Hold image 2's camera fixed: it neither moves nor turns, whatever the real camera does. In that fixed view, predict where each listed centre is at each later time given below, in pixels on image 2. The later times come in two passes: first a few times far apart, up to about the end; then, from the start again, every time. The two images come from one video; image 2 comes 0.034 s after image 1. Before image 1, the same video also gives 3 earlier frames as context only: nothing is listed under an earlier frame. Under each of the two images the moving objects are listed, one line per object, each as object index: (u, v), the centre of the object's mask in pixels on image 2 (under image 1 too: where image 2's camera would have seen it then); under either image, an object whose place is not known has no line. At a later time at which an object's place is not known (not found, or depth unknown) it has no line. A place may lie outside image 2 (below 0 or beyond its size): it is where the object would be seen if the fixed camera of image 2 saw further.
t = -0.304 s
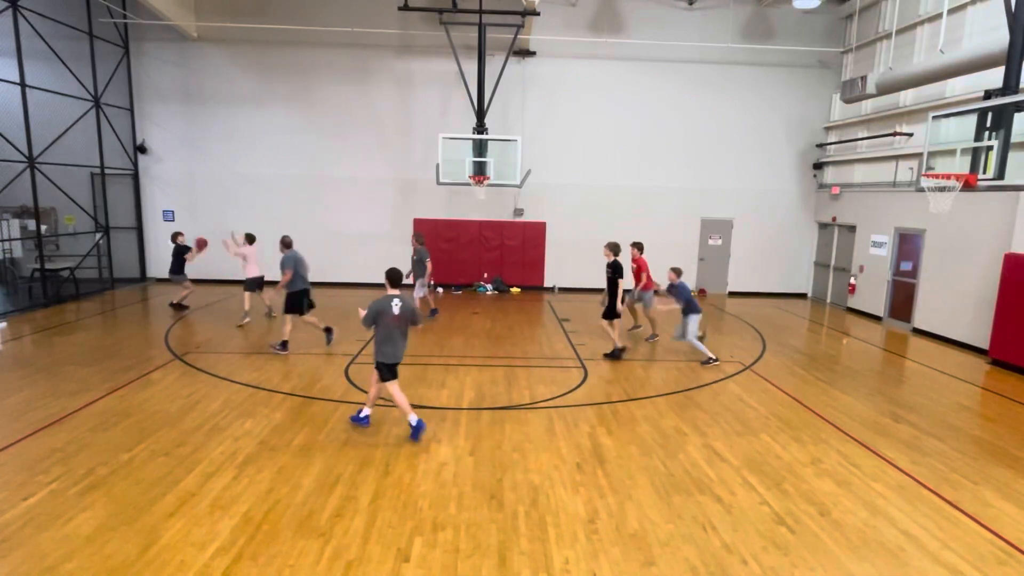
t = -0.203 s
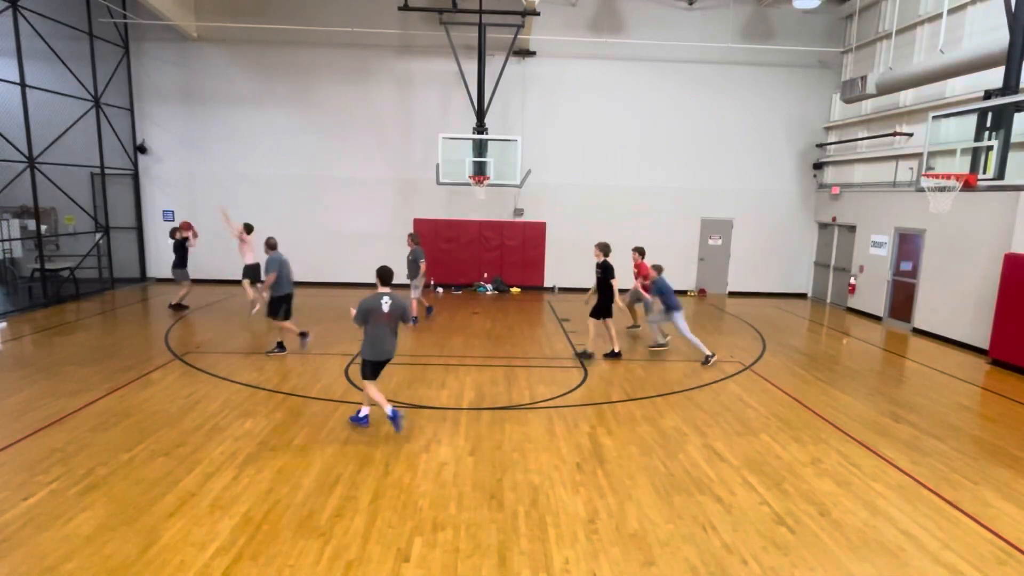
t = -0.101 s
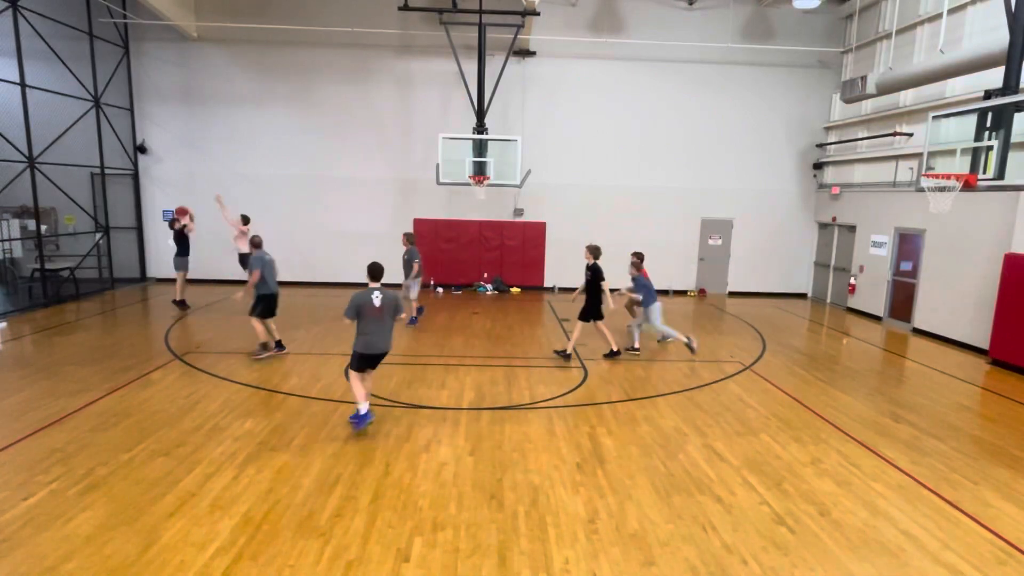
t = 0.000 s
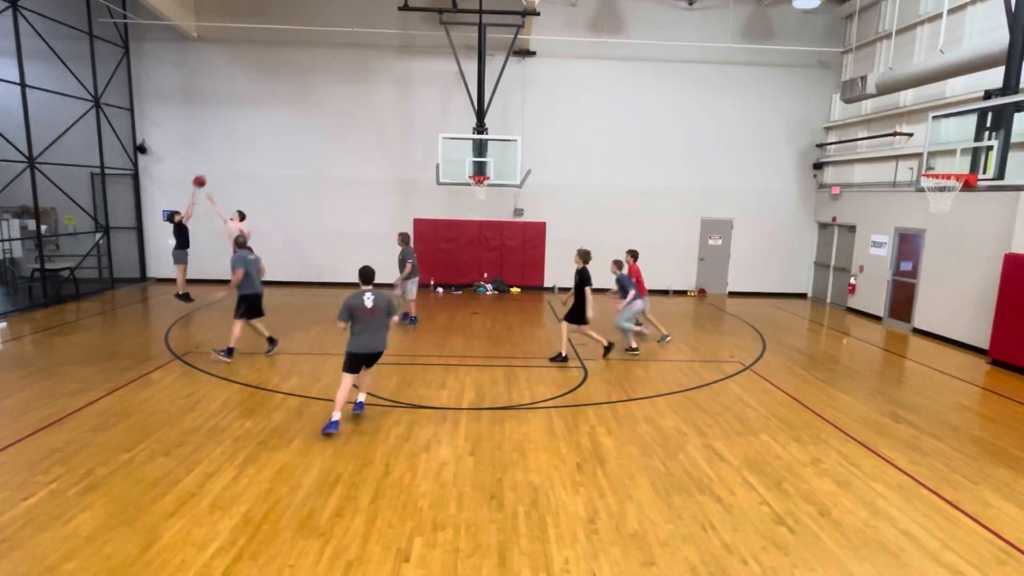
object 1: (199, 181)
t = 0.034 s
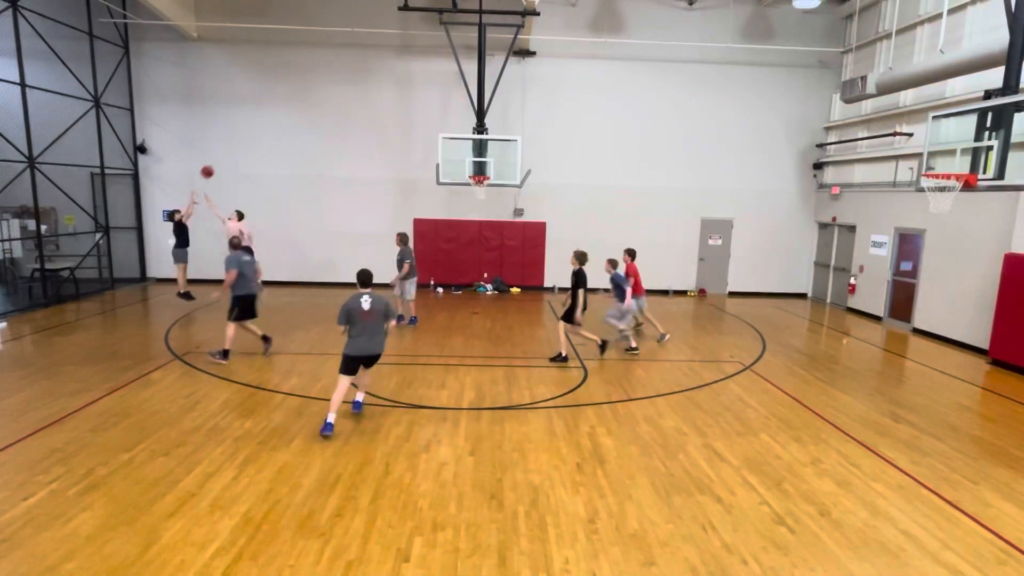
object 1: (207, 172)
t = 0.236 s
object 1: (254, 124)
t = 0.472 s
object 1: (308, 93)
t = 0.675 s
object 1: (354, 88)
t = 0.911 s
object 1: (405, 106)
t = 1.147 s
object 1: (455, 147)
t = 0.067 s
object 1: (215, 162)
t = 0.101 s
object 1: (223, 154)
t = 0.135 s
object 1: (230, 145)
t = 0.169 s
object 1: (238, 138)
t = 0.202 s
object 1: (246, 131)
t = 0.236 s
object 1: (254, 124)
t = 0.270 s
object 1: (262, 118)
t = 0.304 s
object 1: (270, 112)
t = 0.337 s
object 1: (277, 107)
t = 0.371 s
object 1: (285, 103)
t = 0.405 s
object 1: (293, 99)
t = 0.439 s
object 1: (301, 96)
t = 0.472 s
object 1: (308, 93)
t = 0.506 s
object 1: (316, 91)
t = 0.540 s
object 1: (324, 89)
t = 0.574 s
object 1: (331, 88)
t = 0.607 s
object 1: (339, 87)
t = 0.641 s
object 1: (347, 87)
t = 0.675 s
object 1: (354, 88)
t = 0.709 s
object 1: (361, 89)
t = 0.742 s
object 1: (369, 90)
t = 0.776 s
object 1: (376, 92)
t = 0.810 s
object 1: (384, 95)
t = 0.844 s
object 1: (391, 98)
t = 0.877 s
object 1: (398, 101)
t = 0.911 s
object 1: (405, 106)
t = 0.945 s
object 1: (413, 110)
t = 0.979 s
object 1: (420, 115)
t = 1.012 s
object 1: (427, 121)
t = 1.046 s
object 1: (434, 127)
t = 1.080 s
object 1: (441, 133)
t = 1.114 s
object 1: (447, 140)
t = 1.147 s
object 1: (455, 147)
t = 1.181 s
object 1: (461, 155)
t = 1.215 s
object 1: (467, 163)
